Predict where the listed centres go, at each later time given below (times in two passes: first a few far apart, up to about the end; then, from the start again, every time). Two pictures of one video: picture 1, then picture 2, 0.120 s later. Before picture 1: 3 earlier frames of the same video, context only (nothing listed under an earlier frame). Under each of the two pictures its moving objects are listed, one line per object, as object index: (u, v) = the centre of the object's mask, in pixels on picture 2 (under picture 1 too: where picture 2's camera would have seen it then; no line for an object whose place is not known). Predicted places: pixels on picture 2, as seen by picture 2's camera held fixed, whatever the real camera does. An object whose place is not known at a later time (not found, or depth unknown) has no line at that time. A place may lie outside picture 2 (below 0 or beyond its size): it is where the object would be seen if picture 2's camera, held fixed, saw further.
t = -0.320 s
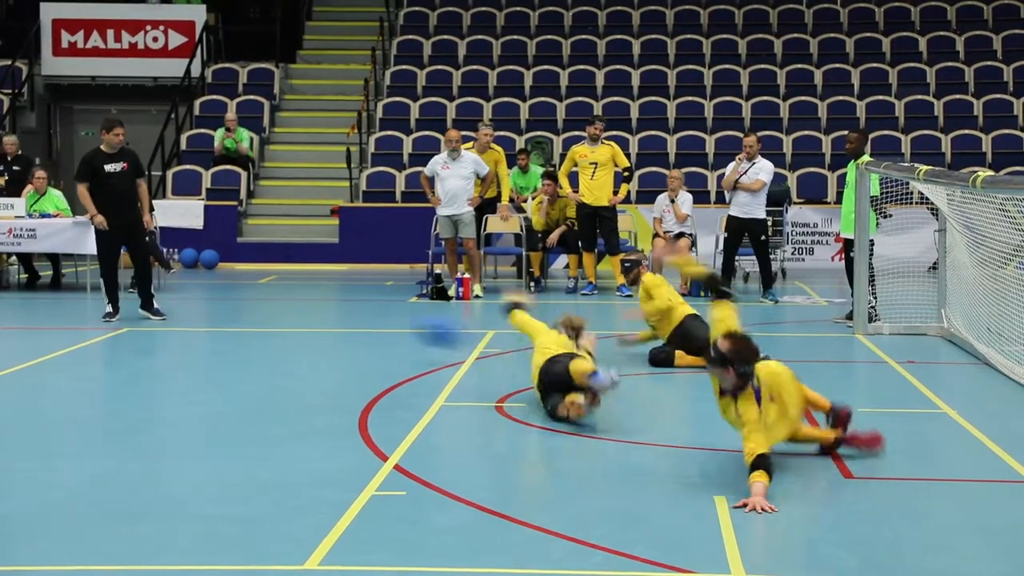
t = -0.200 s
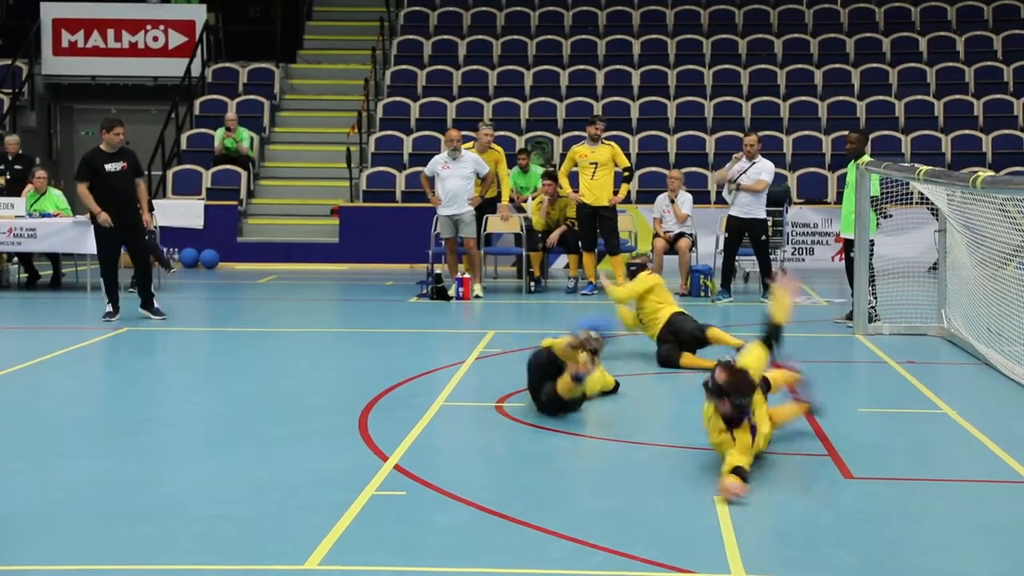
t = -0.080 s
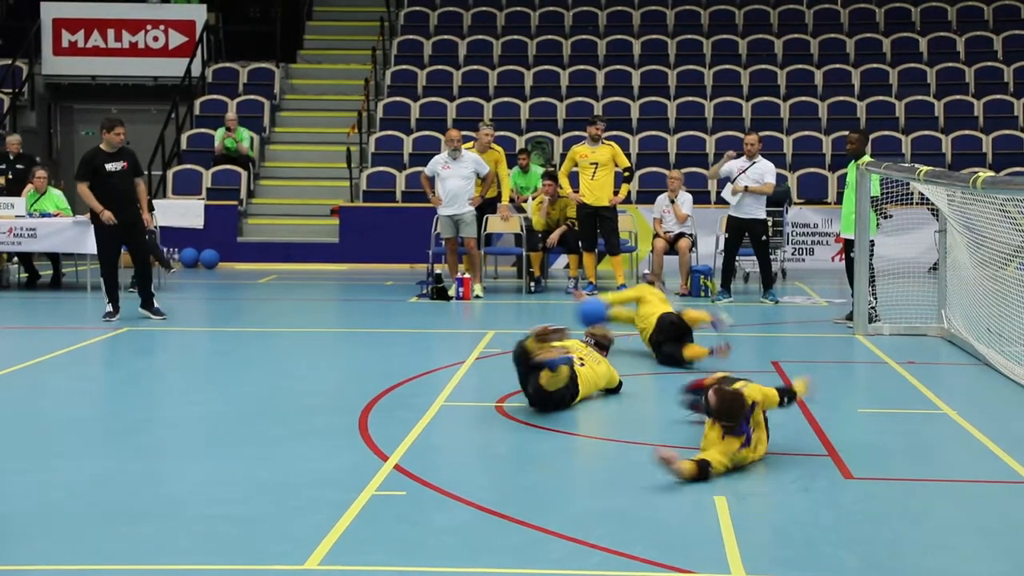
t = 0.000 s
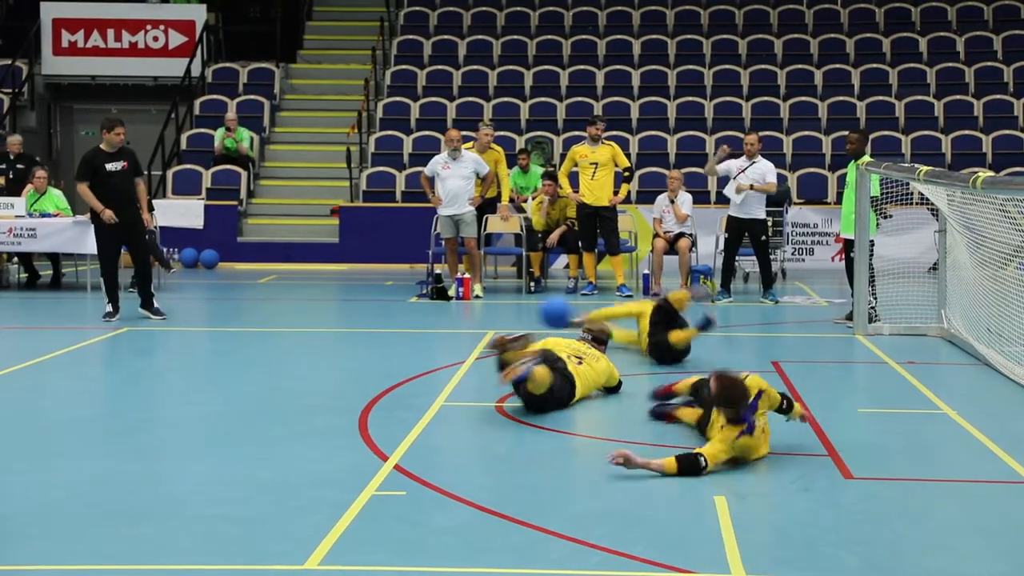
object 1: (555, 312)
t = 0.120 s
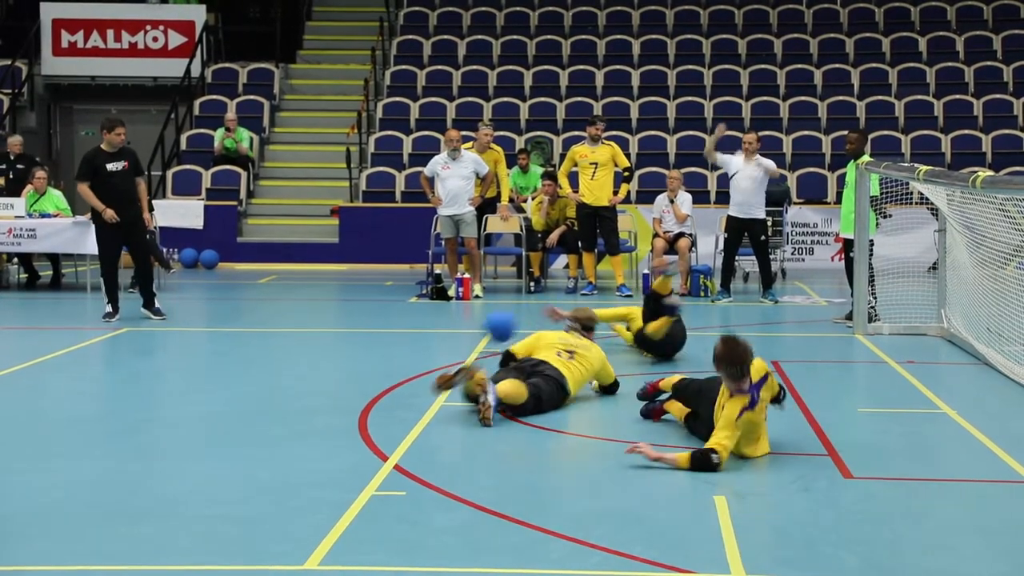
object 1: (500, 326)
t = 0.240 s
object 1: (462, 327)
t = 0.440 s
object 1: (425, 327)
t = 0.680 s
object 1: (384, 330)
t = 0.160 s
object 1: (481, 334)
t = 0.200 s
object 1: (469, 332)
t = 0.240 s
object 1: (462, 327)
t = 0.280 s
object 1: (455, 322)
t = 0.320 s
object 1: (447, 321)
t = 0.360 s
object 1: (440, 321)
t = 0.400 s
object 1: (433, 323)
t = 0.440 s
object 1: (425, 327)
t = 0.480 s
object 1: (418, 333)
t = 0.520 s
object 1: (412, 329)
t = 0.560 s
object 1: (405, 326)
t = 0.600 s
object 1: (398, 325)
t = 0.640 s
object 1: (391, 327)
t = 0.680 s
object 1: (384, 330)
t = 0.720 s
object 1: (378, 329)
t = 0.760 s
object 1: (371, 327)
